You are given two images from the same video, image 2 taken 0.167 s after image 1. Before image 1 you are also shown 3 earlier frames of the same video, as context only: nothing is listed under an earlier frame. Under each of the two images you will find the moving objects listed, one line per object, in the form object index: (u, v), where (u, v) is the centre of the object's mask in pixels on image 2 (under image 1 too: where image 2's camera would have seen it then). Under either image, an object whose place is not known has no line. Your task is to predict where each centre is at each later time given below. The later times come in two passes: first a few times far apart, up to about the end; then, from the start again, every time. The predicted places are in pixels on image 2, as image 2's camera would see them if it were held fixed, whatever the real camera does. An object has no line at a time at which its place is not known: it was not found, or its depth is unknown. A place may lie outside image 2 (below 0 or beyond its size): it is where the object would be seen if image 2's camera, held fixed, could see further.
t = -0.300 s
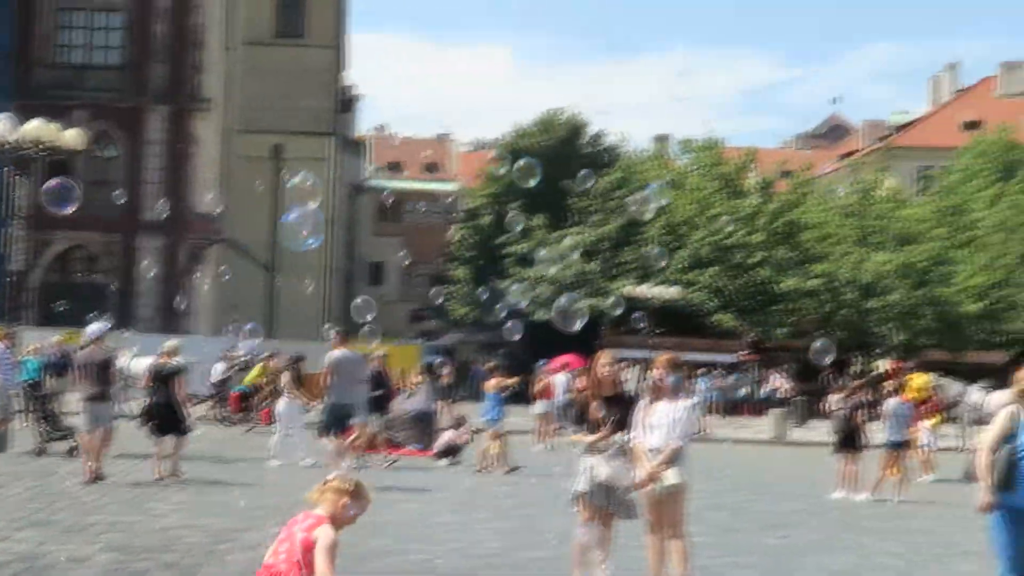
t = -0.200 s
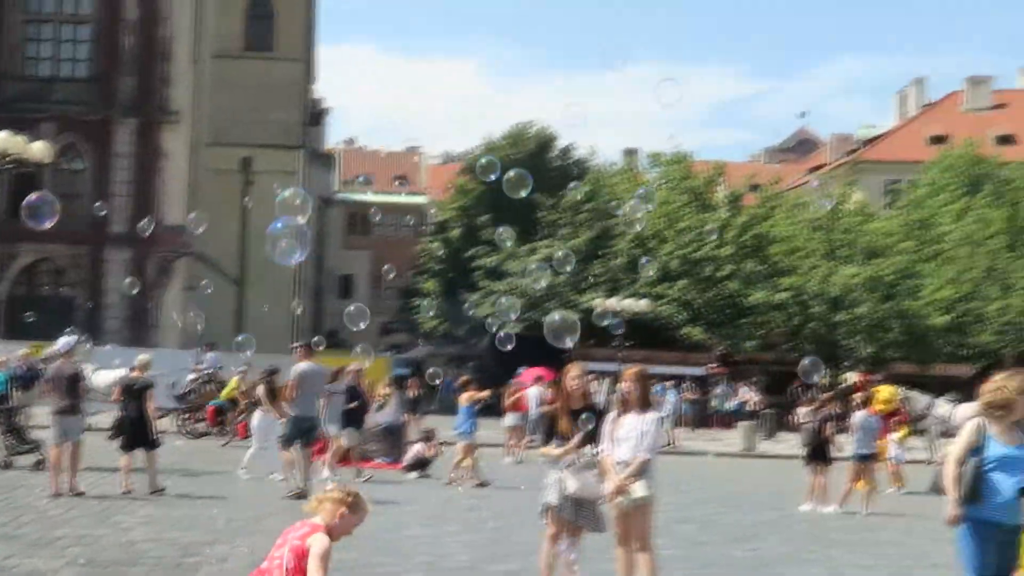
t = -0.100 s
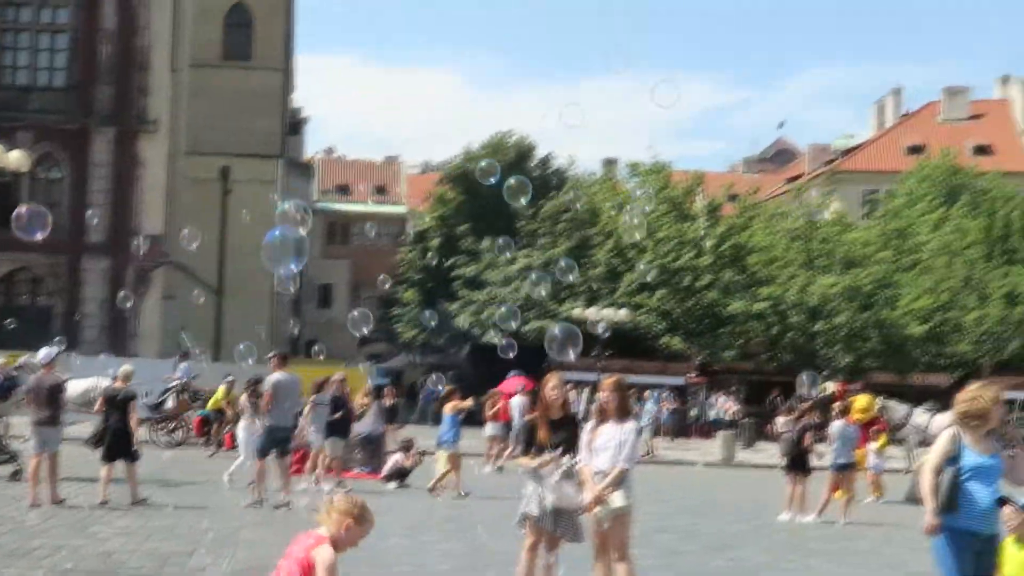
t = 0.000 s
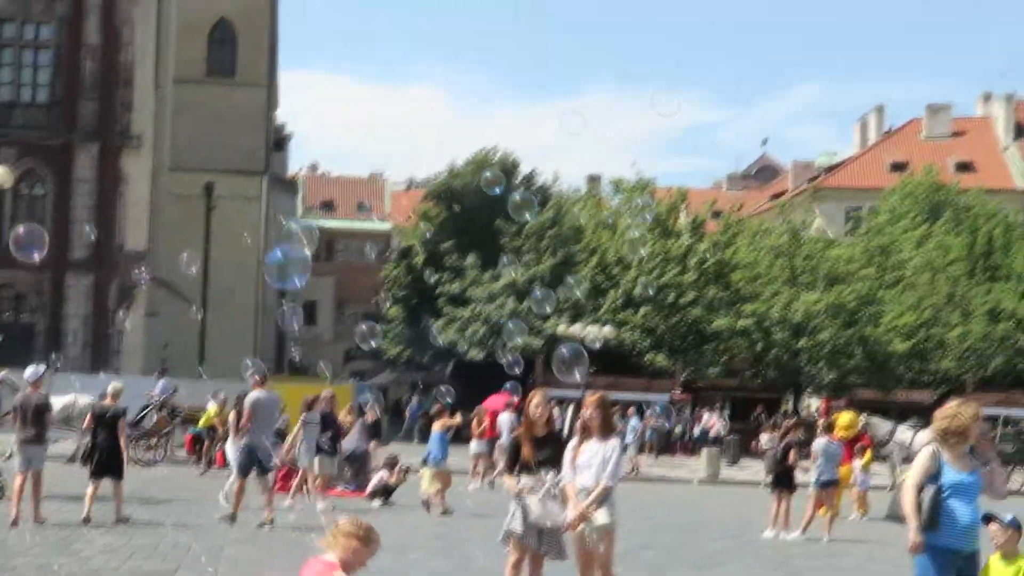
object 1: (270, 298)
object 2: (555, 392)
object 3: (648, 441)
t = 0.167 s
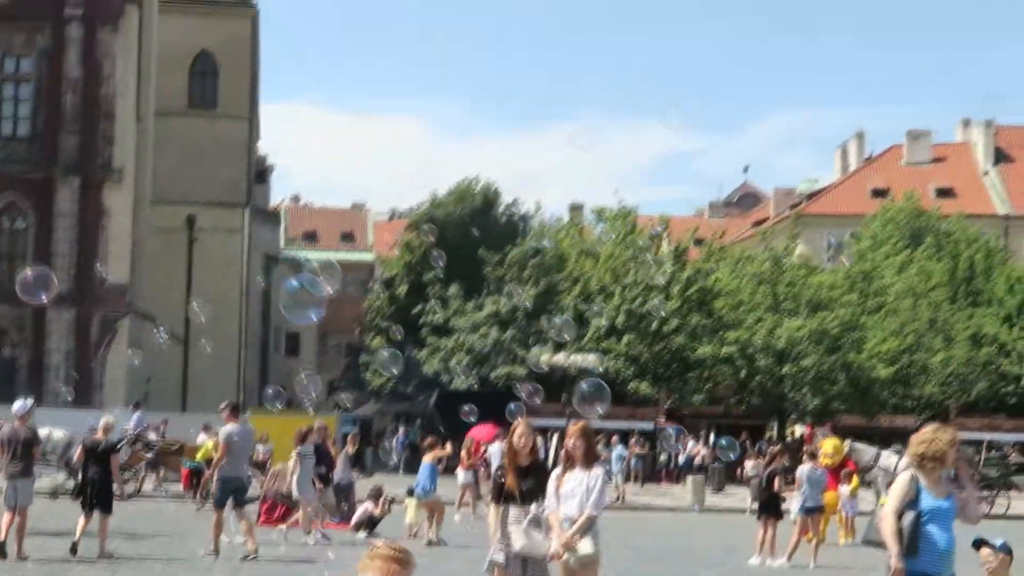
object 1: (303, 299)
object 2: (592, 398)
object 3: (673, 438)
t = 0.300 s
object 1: (331, 299)
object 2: (620, 402)
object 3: (697, 427)
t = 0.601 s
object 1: (392, 302)
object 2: (676, 412)
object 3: (745, 420)
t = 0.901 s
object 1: (448, 307)
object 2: (724, 420)
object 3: (791, 408)
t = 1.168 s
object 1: (497, 310)
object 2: (755, 424)
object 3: (830, 397)
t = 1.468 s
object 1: (550, 315)
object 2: (781, 426)
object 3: (871, 381)
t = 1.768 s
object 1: (599, 320)
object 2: (799, 429)
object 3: (906, 363)
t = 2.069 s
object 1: (650, 330)
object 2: (810, 429)
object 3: (938, 344)
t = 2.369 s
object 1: (699, 345)
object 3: (966, 321)
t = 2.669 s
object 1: (749, 368)
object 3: (999, 297)
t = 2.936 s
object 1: (787, 393)
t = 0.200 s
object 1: (310, 299)
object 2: (599, 399)
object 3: (679, 435)
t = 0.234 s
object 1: (317, 299)
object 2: (606, 400)
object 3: (688, 430)
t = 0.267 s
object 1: (324, 299)
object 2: (613, 401)
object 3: (691, 430)
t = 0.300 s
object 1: (331, 299)
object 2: (620, 402)
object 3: (697, 427)
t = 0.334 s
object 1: (338, 299)
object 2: (627, 403)
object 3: (703, 430)
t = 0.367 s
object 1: (344, 299)
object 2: (634, 404)
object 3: (709, 429)
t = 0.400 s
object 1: (352, 299)
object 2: (640, 405)
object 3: (715, 426)
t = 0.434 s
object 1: (356, 300)
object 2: (647, 406)
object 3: (720, 426)
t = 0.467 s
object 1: (365, 299)
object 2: (653, 407)
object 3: (725, 425)
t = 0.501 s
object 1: (370, 300)
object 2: (659, 409)
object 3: (729, 424)
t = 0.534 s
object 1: (377, 301)
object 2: (665, 410)
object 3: (735, 423)
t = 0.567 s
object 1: (385, 301)
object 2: (671, 411)
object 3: (740, 422)
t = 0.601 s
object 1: (392, 302)
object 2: (676, 412)
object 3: (745, 420)
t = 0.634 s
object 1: (398, 302)
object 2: (683, 413)
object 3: (750, 419)
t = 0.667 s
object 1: (406, 303)
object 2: (688, 414)
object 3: (755, 418)
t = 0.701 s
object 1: (412, 303)
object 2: (694, 415)
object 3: (760, 417)
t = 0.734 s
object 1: (418, 304)
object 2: (699, 415)
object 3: (766, 415)
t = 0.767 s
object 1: (425, 305)
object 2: (705, 417)
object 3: (771, 414)
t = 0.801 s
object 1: (432, 305)
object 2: (709, 417)
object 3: (776, 413)
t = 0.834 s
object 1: (438, 306)
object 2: (714, 419)
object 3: (781, 411)
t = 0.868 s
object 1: (444, 306)
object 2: (719, 419)
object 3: (786, 410)
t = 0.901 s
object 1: (448, 307)
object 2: (724, 420)
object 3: (791, 408)
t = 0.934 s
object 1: (455, 307)
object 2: (728, 420)
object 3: (796, 407)
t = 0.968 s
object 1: (461, 308)
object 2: (733, 421)
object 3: (802, 406)
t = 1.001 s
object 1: (466, 308)
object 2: (737, 421)
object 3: (806, 404)
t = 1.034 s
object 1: (473, 308)
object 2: (740, 422)
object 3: (811, 402)
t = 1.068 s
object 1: (479, 309)
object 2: (744, 422)
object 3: (816, 401)
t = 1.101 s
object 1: (485, 309)
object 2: (748, 423)
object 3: (820, 399)
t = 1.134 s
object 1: (491, 310)
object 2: (751, 423)
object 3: (825, 398)
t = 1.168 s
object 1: (497, 310)
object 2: (755, 424)
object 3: (830, 397)
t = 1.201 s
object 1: (502, 311)
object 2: (759, 424)
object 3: (835, 395)
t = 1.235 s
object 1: (509, 311)
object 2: (762, 424)
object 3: (840, 392)
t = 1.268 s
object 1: (513, 312)
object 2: (765, 425)
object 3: (844, 392)
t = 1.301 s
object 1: (521, 312)
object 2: (768, 425)
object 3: (849, 390)
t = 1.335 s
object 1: (527, 313)
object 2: (770, 424)
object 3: (853, 388)
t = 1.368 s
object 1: (533, 313)
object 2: (773, 425)
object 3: (858, 386)
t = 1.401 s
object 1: (539, 314)
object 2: (776, 425)
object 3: (862, 384)
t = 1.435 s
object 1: (544, 314)
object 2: (779, 427)
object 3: (867, 383)
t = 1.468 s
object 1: (550, 315)
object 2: (781, 426)
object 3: (871, 381)
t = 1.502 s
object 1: (555, 315)
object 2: (784, 426)
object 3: (875, 379)
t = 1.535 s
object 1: (561, 316)
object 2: (786, 427)
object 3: (879, 377)
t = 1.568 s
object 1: (566, 316)
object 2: (788, 427)
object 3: (883, 375)
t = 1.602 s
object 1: (572, 317)
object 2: (789, 427)
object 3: (886, 373)
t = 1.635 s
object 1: (577, 317)
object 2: (792, 428)
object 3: (890, 372)
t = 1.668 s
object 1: (583, 318)
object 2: (794, 428)
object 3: (894, 370)
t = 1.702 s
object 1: (589, 319)
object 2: (795, 428)
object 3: (898, 368)
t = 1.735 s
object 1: (594, 320)
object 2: (797, 429)
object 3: (903, 365)
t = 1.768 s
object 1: (599, 320)
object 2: (799, 429)
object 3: (906, 363)
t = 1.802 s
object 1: (605, 321)
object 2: (800, 429)
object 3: (910, 362)
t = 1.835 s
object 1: (611, 322)
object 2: (802, 429)
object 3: (913, 359)
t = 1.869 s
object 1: (615, 323)
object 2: (804, 429)
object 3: (917, 357)
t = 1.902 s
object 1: (622, 324)
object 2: (805, 429)
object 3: (920, 355)
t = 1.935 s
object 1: (628, 325)
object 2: (806, 429)
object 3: (924, 353)
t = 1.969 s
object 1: (633, 326)
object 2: (808, 429)
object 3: (926, 350)
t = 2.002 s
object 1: (639, 327)
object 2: (808, 429)
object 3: (931, 348)
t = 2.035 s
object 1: (645, 329)
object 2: (809, 429)
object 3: (935, 346)
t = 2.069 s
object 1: (650, 330)
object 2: (810, 429)
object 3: (938, 344)
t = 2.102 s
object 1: (656, 331)
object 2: (811, 430)
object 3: (941, 342)
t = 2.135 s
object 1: (662, 333)
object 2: (812, 430)
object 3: (943, 338)
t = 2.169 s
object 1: (667, 334)
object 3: (947, 335)
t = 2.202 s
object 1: (673, 336)
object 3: (949, 333)
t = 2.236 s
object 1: (678, 338)
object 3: (954, 330)
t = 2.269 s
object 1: (684, 340)
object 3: (956, 328)
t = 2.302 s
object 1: (689, 341)
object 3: (961, 325)
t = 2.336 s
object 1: (695, 343)
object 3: (963, 323)
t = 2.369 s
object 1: (699, 345)
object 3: (966, 321)
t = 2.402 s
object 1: (705, 347)
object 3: (969, 319)
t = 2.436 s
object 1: (711, 349)
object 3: (973, 316)
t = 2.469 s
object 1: (716, 352)
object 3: (976, 314)
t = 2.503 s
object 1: (723, 354)
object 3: (981, 309)
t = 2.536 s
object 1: (727, 357)
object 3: (984, 308)
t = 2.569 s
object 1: (732, 359)
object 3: (987, 306)
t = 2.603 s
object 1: (739, 362)
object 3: (990, 303)
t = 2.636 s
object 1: (744, 365)
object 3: (995, 299)
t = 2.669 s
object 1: (749, 368)
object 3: (999, 297)
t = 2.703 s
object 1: (755, 371)
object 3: (1002, 296)
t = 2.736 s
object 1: (760, 373)
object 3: (1007, 295)
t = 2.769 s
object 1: (765, 377)
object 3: (1010, 294)
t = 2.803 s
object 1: (770, 380)
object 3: (1013, 290)
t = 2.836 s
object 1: (775, 383)
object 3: (1019, 288)
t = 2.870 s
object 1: (779, 387)
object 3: (1023, 285)
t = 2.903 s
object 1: (784, 390)
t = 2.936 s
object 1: (787, 393)
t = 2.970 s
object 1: (792, 397)
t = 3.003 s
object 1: (798, 401)
